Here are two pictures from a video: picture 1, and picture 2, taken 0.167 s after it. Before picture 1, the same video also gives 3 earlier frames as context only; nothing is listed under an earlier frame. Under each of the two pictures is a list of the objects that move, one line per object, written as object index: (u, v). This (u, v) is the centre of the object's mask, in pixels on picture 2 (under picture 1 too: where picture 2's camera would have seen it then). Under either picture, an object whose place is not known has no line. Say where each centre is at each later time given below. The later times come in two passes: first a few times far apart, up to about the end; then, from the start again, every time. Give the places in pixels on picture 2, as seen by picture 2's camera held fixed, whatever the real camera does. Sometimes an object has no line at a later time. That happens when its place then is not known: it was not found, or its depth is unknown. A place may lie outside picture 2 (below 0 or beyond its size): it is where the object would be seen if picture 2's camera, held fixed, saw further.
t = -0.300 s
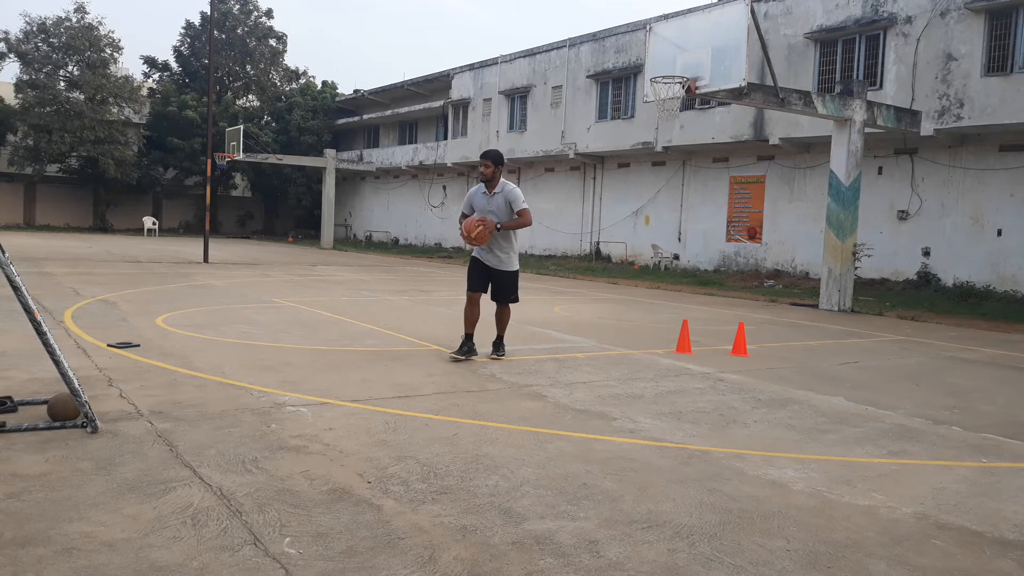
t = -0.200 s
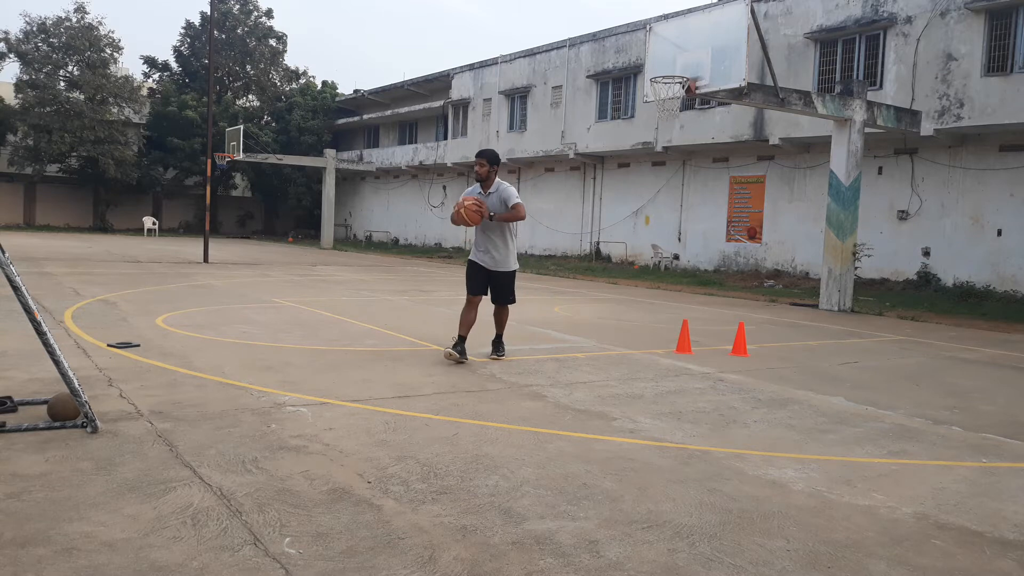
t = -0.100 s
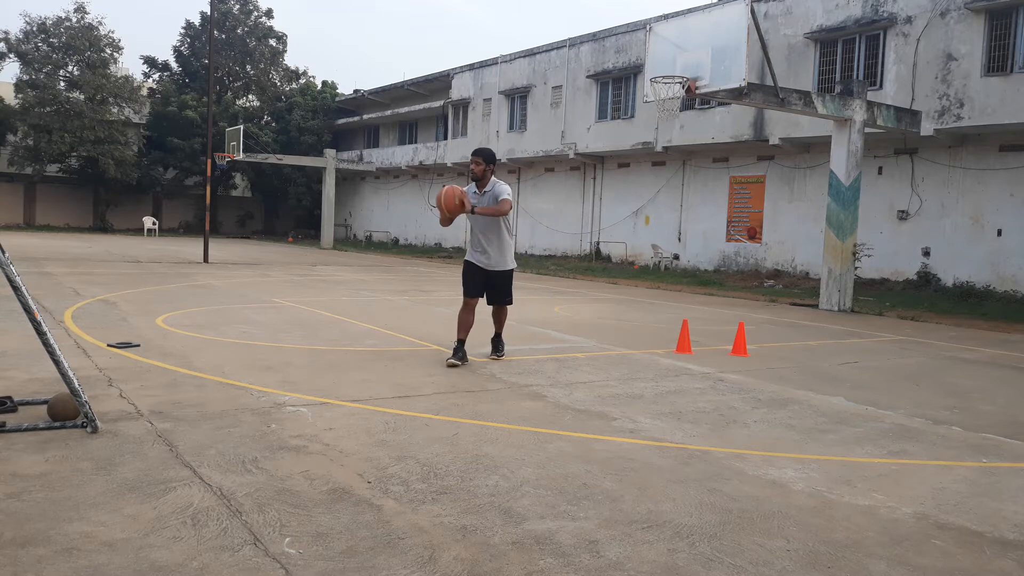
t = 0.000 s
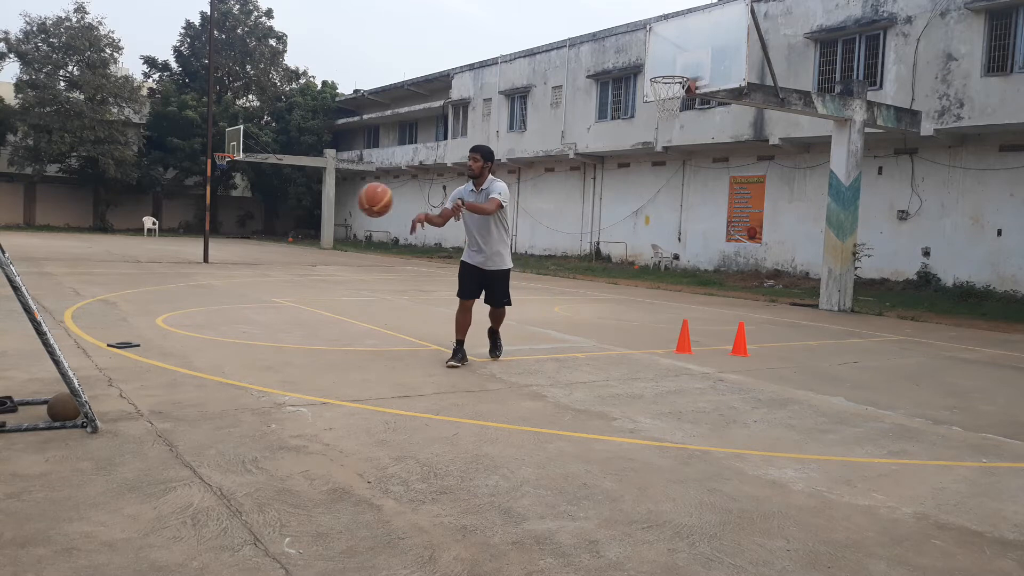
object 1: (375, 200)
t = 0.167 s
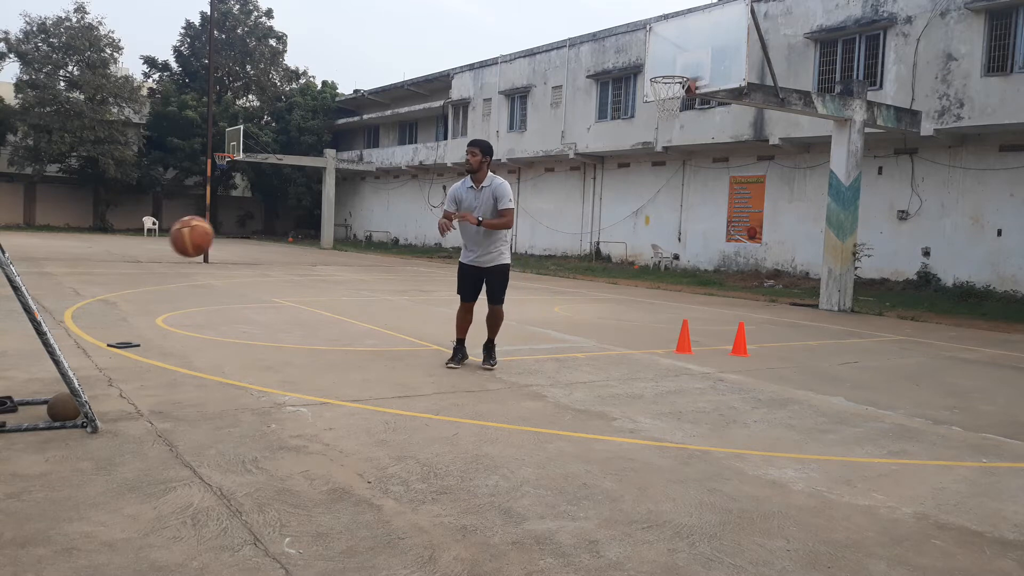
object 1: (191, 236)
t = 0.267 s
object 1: (51, 292)
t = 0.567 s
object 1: (362, 243)
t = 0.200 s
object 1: (148, 252)
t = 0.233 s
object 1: (100, 271)
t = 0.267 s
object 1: (51, 292)
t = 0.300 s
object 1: (48, 297)
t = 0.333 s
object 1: (88, 283)
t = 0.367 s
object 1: (131, 271)
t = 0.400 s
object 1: (173, 261)
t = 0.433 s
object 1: (214, 252)
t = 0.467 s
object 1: (253, 247)
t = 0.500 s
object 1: (291, 243)
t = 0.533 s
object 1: (327, 242)
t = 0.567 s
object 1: (362, 243)
